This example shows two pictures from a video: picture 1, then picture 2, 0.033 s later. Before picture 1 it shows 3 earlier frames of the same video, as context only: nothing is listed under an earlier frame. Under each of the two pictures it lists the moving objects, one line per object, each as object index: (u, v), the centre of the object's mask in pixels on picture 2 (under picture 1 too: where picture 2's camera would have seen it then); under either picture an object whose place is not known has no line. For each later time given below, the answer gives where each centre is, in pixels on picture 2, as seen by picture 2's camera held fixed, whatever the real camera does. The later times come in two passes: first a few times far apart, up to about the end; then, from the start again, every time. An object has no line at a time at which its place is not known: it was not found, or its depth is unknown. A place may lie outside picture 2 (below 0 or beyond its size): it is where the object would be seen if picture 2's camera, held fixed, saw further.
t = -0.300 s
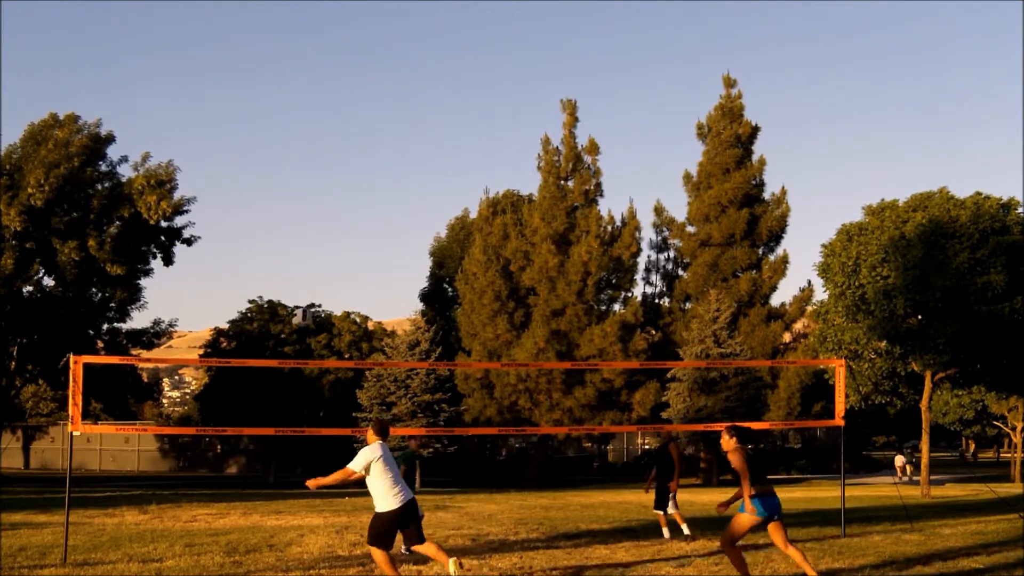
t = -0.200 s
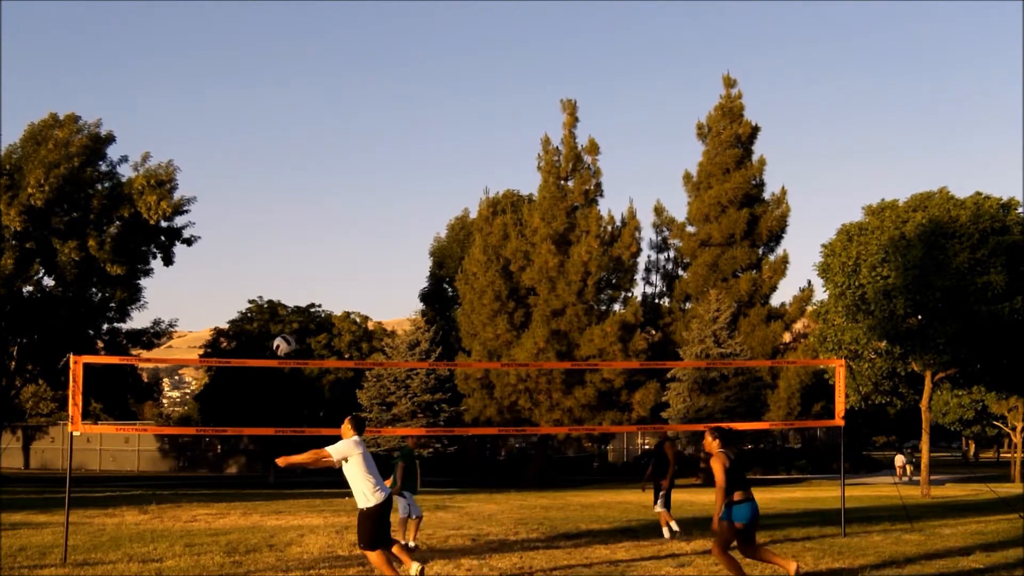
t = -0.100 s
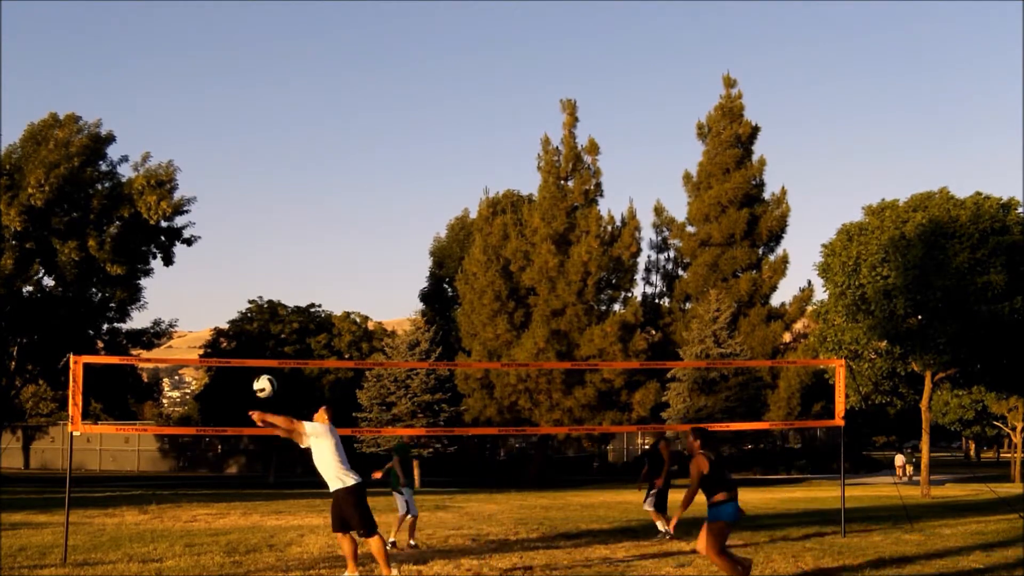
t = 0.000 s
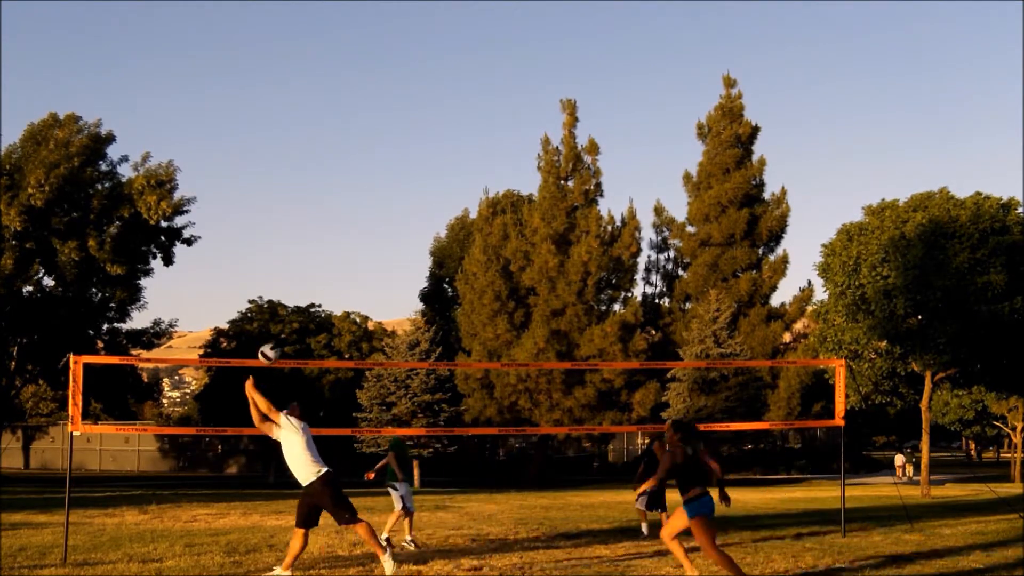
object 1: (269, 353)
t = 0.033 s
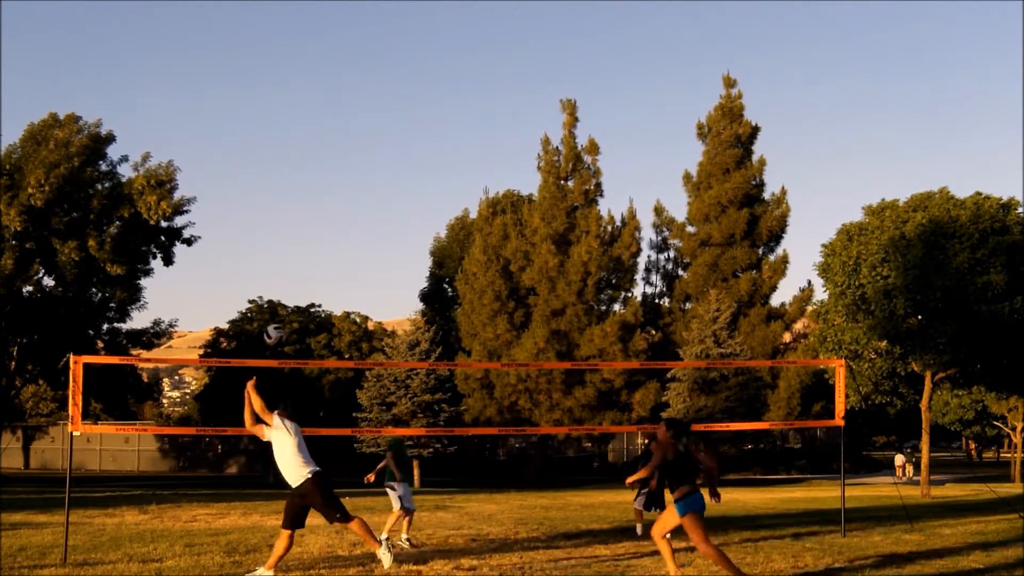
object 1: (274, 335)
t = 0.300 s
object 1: (314, 232)
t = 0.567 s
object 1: (345, 205)
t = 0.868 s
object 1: (373, 241)
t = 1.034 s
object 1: (387, 285)
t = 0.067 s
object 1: (280, 315)
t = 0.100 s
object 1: (285, 299)
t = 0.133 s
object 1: (290, 286)
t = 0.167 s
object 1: (295, 272)
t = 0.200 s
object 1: (300, 260)
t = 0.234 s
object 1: (305, 250)
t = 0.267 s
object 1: (309, 240)
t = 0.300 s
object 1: (314, 232)
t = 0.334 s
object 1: (318, 225)
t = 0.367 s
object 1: (322, 219)
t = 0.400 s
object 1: (326, 214)
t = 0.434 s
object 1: (330, 210)
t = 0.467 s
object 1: (334, 208)
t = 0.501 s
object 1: (337, 206)
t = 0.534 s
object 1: (341, 205)
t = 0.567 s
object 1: (345, 205)
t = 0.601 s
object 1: (348, 206)
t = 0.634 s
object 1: (352, 207)
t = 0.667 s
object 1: (355, 210)
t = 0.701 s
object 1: (358, 213)
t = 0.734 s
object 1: (362, 217)
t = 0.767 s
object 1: (365, 222)
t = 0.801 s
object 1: (368, 228)
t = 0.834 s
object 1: (370, 234)
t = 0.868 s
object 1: (373, 241)
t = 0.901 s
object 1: (376, 249)
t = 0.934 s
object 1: (379, 257)
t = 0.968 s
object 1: (382, 266)
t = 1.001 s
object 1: (384, 275)
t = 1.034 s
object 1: (387, 285)
